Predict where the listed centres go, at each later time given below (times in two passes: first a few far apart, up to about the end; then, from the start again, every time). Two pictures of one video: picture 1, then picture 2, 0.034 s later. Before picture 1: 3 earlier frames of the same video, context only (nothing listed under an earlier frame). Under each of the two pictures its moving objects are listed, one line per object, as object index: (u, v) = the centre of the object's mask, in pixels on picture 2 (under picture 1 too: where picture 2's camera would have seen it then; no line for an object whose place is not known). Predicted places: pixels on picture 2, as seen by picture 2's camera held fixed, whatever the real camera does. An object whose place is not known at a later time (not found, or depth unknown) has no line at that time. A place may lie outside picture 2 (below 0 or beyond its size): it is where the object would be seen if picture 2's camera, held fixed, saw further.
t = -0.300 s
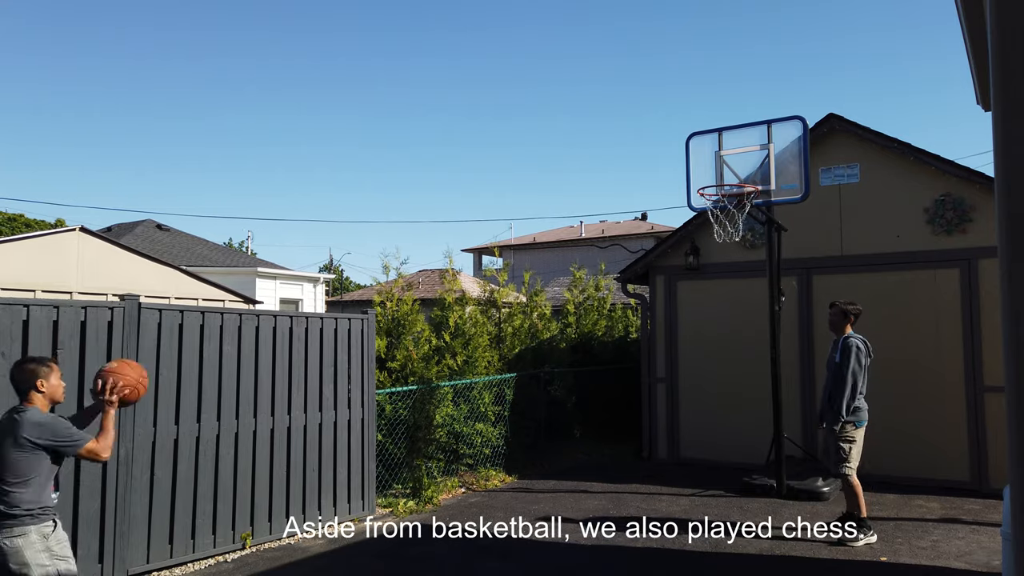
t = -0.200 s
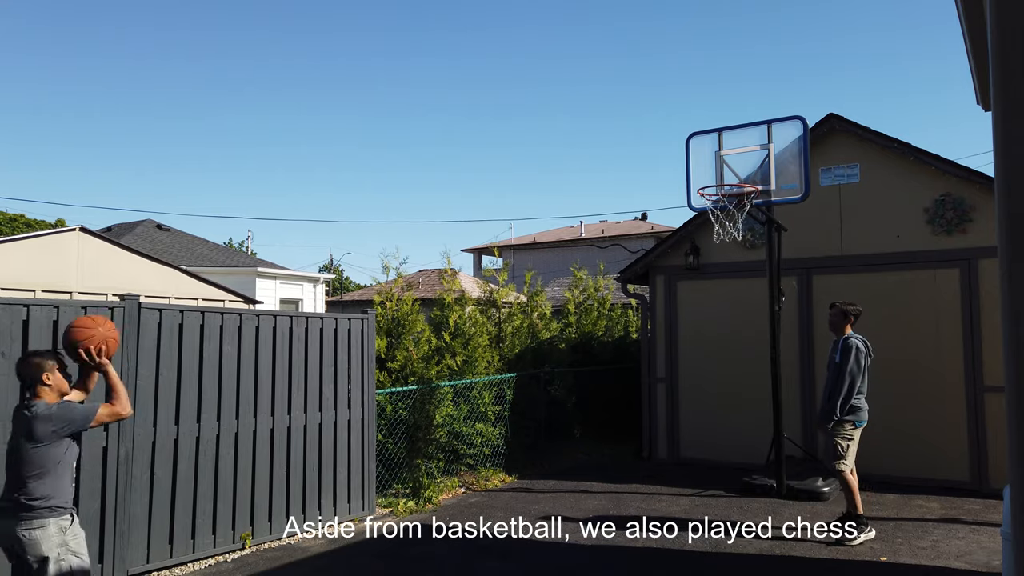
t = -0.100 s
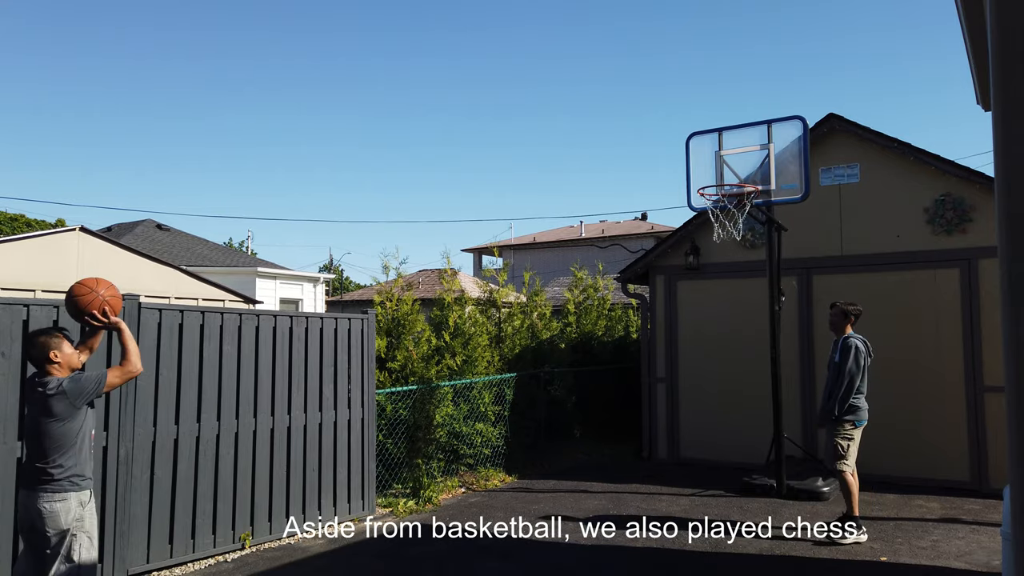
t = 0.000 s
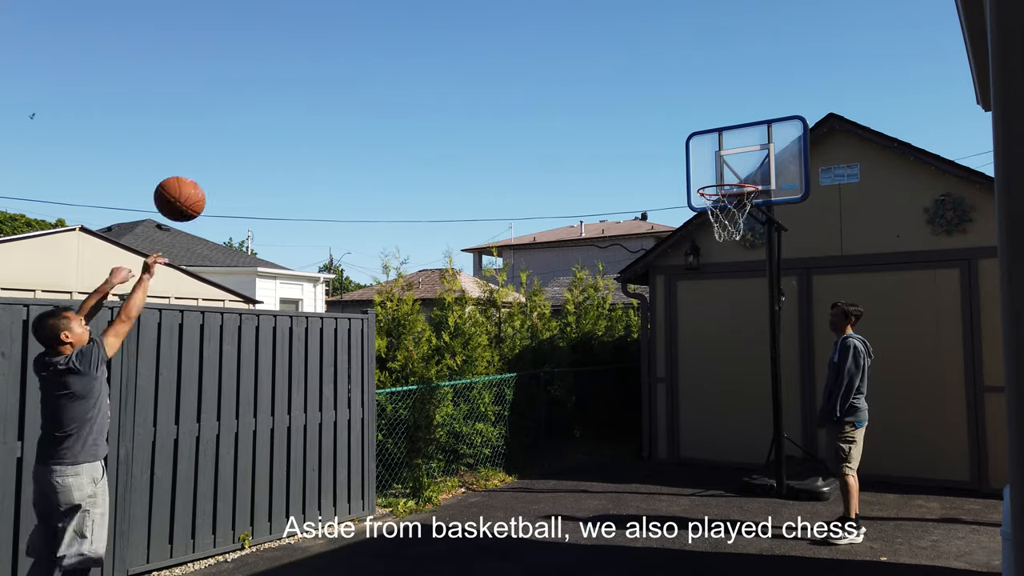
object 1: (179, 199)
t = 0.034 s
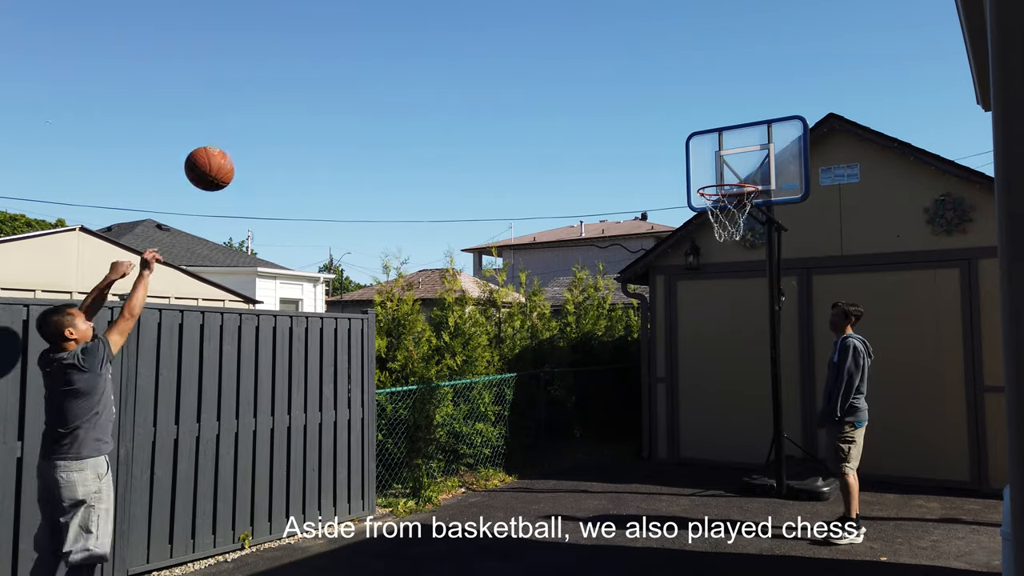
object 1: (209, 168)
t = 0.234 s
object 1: (362, 48)
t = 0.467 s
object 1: (500, 11)
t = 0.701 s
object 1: (610, 43)
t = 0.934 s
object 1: (701, 137)
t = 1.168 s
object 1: (718, 211)
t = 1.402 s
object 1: (705, 239)
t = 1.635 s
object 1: (693, 332)
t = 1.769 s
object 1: (690, 419)
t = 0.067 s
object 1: (237, 141)
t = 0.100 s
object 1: (264, 118)
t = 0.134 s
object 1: (290, 96)
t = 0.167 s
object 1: (315, 78)
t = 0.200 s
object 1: (339, 62)
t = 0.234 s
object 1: (362, 48)
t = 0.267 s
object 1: (384, 36)
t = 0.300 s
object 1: (405, 27)
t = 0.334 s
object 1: (425, 19)
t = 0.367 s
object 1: (445, 15)
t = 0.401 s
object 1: (464, 13)
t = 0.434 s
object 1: (483, 11)
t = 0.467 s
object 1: (500, 11)
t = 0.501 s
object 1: (517, 11)
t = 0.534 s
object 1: (534, 12)
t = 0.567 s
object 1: (550, 15)
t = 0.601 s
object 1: (566, 19)
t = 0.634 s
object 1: (581, 26)
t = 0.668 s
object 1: (596, 34)
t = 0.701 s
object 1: (610, 43)
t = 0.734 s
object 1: (624, 53)
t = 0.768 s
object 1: (638, 65)
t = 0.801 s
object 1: (651, 77)
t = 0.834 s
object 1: (664, 91)
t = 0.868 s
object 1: (677, 105)
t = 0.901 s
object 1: (689, 120)
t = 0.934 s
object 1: (701, 137)
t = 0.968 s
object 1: (713, 154)
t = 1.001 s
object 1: (725, 171)
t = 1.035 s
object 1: (737, 191)
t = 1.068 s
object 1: (731, 201)
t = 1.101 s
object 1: (725, 211)
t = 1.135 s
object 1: (721, 211)
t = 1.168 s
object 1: (718, 211)
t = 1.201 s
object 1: (715, 211)
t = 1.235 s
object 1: (714, 213)
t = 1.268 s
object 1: (713, 214)
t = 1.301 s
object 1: (711, 219)
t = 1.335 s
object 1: (708, 224)
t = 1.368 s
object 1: (706, 231)
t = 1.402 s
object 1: (705, 239)
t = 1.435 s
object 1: (704, 247)
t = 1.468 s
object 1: (702, 257)
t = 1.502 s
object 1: (701, 270)
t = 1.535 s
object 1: (698, 283)
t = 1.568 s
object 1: (697, 298)
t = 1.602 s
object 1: (695, 314)
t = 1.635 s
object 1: (693, 332)
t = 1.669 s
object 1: (692, 352)
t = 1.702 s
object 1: (691, 372)
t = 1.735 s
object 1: (691, 395)
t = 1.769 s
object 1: (690, 419)
